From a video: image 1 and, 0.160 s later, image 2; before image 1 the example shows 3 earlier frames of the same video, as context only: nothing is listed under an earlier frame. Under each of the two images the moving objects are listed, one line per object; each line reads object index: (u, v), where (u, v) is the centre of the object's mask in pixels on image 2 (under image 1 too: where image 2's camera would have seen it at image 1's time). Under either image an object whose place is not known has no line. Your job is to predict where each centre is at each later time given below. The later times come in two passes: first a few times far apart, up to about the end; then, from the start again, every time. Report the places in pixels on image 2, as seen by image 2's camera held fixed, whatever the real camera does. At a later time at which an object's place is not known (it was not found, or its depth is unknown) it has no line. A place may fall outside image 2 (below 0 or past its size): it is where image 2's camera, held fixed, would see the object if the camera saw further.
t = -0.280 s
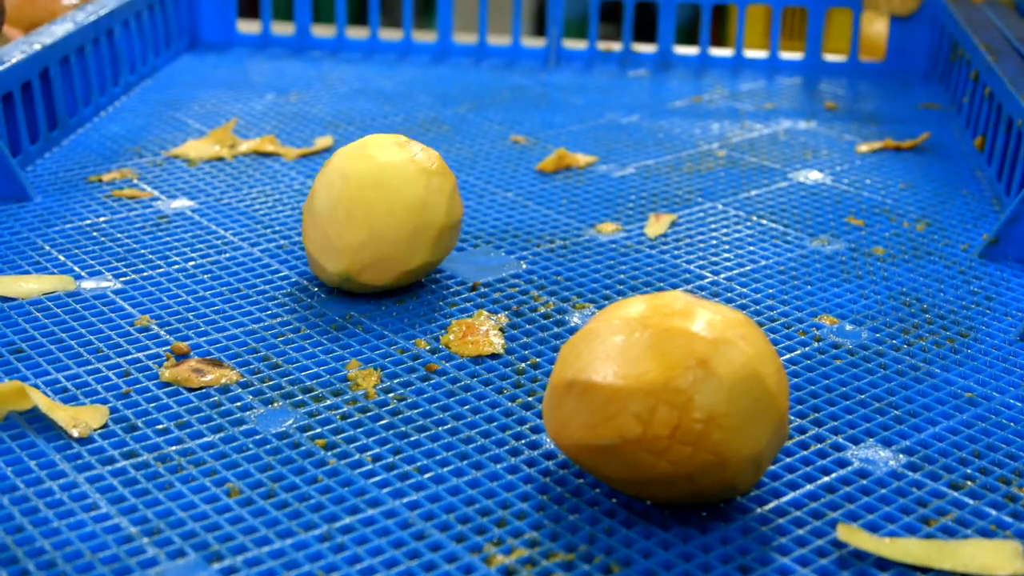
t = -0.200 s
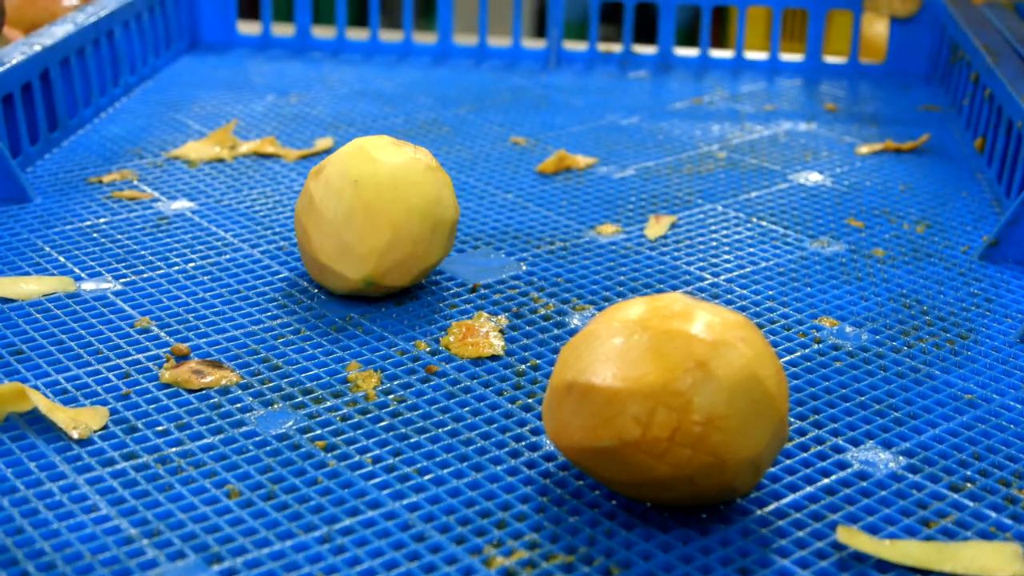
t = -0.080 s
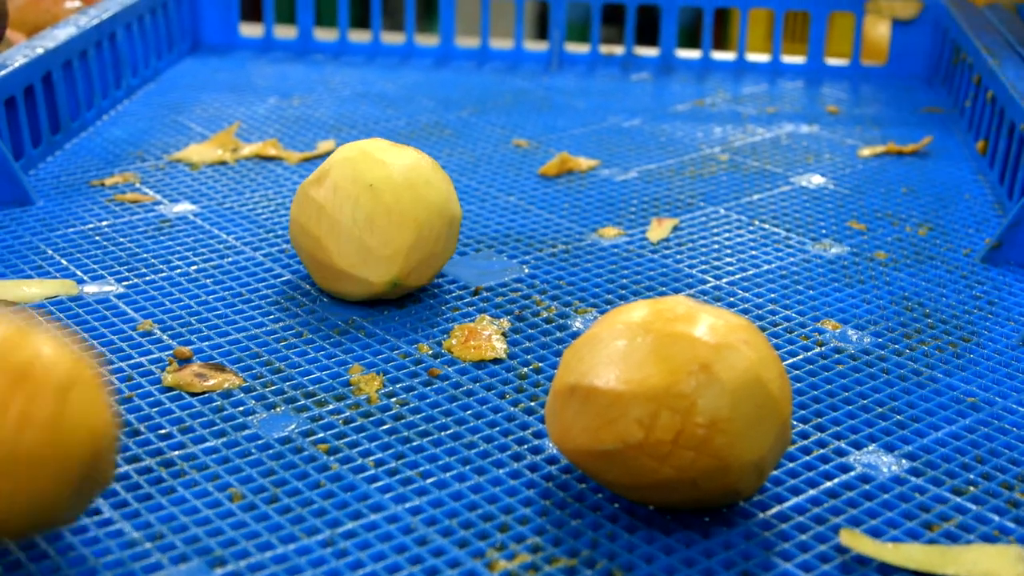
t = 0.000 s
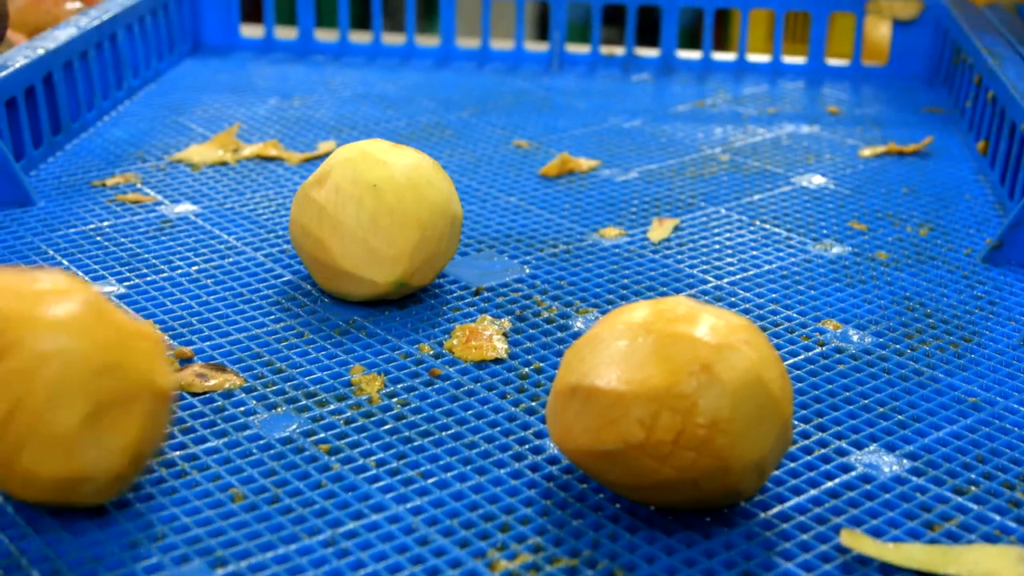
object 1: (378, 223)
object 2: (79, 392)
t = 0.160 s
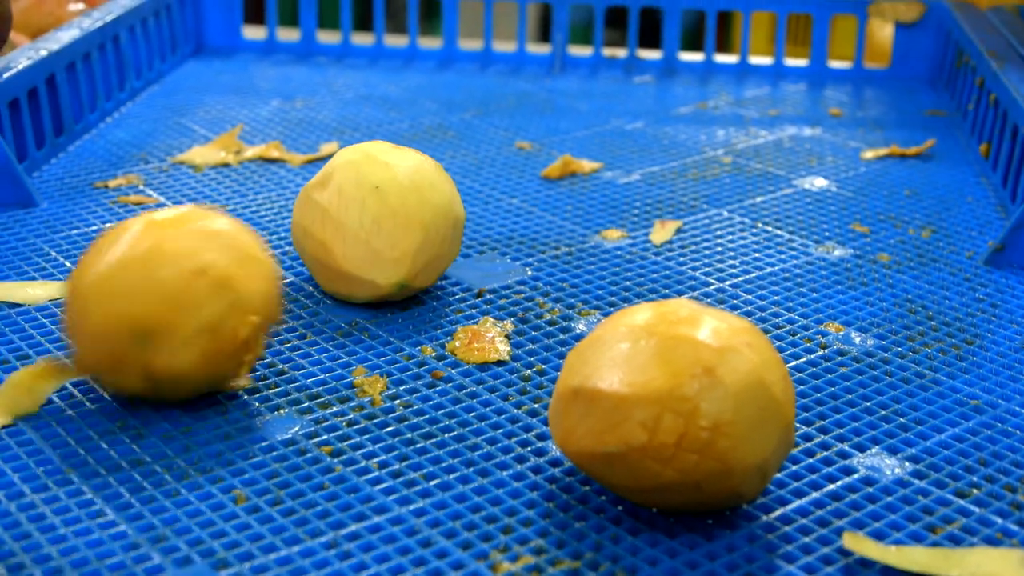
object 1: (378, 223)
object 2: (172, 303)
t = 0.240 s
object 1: (385, 220)
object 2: (227, 277)
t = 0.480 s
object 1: (422, 201)
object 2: (312, 253)
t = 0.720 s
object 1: (430, 192)
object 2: (328, 256)
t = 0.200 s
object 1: (379, 223)
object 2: (201, 286)
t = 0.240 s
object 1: (385, 220)
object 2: (227, 277)
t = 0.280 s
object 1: (391, 217)
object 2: (252, 267)
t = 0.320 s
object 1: (401, 213)
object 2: (276, 259)
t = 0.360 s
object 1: (408, 211)
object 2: (293, 255)
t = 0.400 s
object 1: (415, 207)
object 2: (301, 254)
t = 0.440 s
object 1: (419, 203)
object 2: (306, 253)
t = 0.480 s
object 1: (422, 201)
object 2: (312, 253)
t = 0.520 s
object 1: (424, 200)
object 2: (317, 254)
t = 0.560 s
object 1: (427, 198)
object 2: (321, 254)
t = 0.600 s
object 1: (428, 197)
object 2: (324, 253)
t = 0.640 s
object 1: (429, 196)
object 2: (326, 253)
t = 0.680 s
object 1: (430, 194)
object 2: (327, 255)
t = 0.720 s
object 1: (430, 192)
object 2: (328, 256)
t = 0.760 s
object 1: (429, 190)
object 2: (328, 257)
